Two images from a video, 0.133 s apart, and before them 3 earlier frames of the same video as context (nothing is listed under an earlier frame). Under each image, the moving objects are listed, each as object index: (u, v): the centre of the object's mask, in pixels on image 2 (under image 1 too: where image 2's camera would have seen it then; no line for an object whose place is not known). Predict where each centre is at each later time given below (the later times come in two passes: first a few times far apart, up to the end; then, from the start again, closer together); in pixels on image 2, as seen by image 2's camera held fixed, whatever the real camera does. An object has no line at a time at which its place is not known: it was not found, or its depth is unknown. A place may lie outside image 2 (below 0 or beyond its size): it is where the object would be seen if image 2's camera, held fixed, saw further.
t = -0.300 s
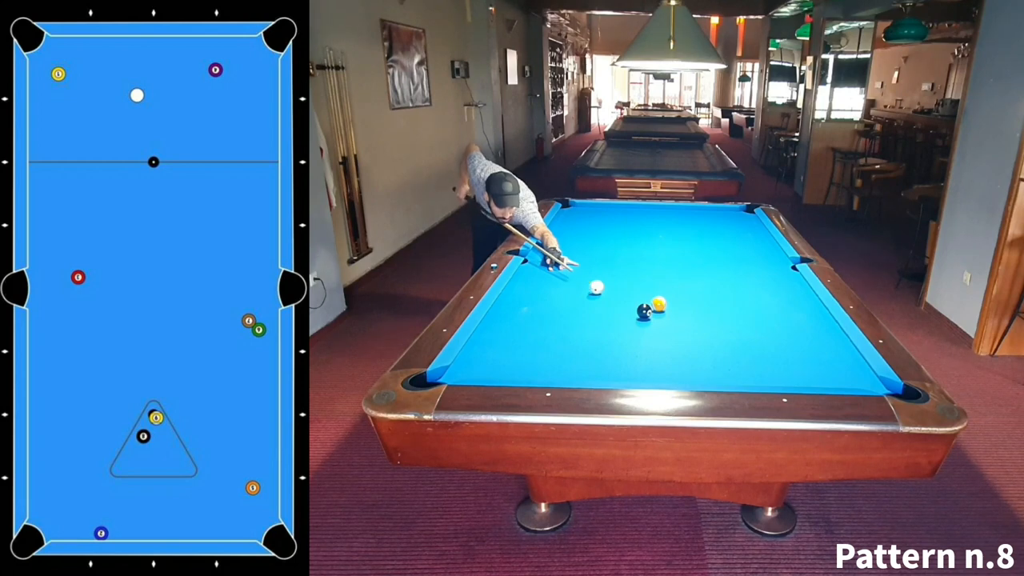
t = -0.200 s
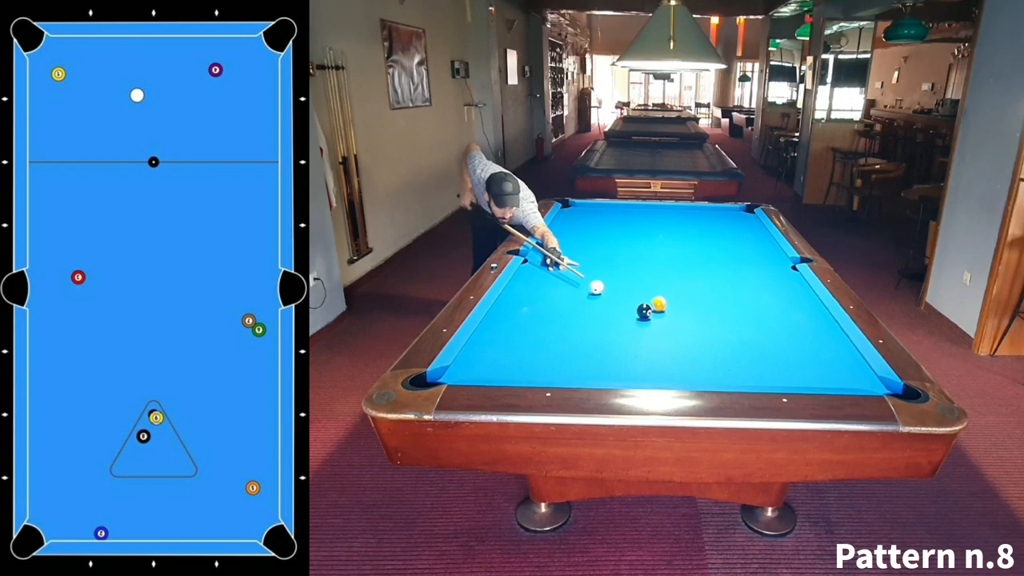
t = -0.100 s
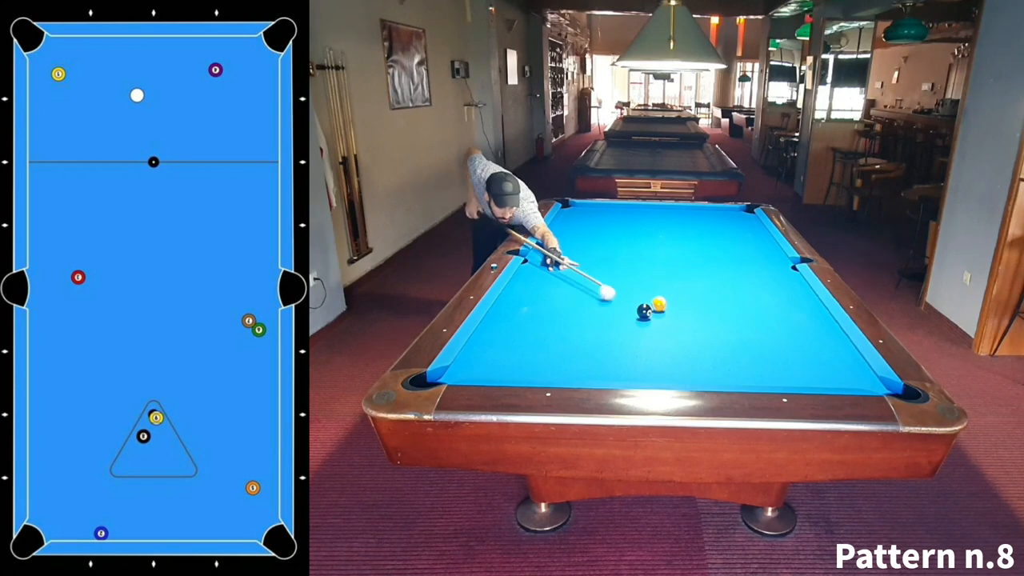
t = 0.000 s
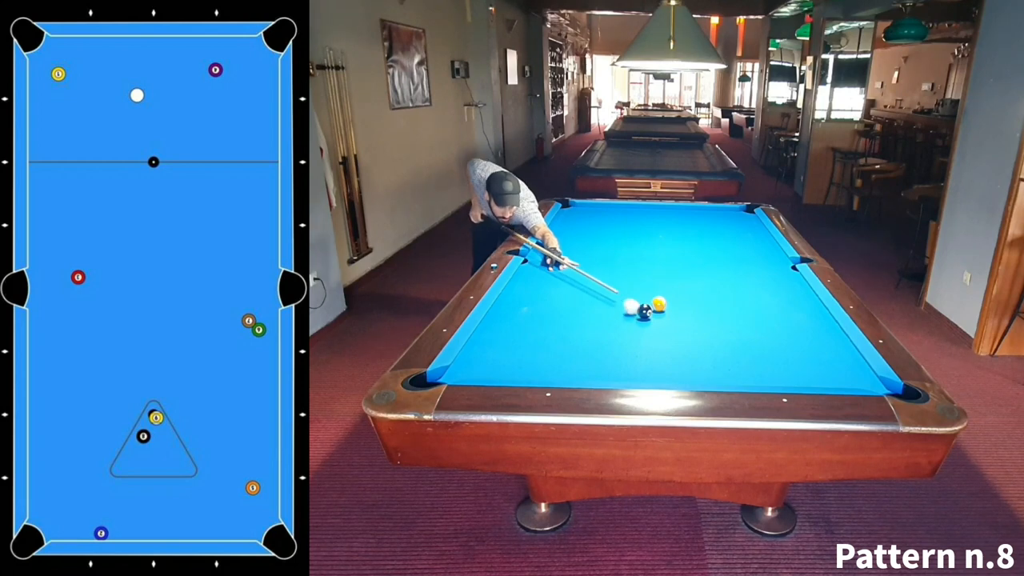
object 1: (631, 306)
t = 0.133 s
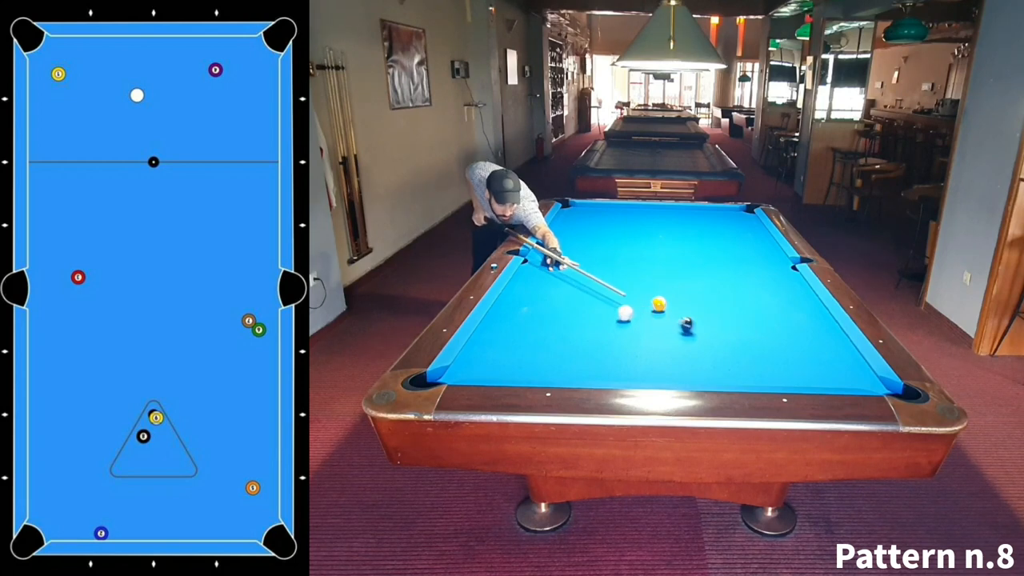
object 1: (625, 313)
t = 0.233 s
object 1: (624, 319)
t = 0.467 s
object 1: (624, 335)
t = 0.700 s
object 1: (624, 353)
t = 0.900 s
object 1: (624, 370)
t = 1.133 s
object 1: (629, 374)
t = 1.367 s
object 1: (639, 365)
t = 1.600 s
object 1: (647, 356)
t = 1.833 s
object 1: (655, 348)
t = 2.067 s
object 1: (661, 342)
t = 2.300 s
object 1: (667, 336)
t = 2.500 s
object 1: (672, 332)
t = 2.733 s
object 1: (677, 327)
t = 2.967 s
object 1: (681, 324)
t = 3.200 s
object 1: (685, 320)
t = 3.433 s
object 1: (688, 318)
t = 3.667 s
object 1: (691, 316)
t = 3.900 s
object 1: (693, 314)
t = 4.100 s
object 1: (695, 313)
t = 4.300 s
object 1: (697, 312)
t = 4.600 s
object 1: (694, 310)
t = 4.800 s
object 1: (698, 312)
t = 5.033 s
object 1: (698, 312)
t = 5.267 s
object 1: (698, 312)
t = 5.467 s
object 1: (698, 312)
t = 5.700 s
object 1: (698, 312)
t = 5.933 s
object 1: (698, 312)
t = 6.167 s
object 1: (698, 313)
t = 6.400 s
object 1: (698, 313)
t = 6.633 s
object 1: (698, 313)
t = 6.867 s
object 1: (698, 313)
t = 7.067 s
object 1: (698, 313)
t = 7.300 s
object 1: (698, 313)
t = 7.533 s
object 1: (698, 313)
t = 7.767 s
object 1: (698, 313)
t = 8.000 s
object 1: (698, 313)
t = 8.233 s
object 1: (698, 313)
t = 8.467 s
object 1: (698, 313)
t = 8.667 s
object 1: (698, 313)
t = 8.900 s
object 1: (698, 313)
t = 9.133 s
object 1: (698, 313)
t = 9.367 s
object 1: (698, 313)
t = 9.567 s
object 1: (698, 313)
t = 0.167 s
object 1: (625, 315)
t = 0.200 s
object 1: (624, 317)
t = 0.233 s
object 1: (624, 319)
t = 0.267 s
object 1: (624, 322)
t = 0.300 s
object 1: (624, 324)
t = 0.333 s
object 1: (624, 326)
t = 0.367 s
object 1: (624, 328)
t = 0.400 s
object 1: (624, 330)
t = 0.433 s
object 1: (624, 333)
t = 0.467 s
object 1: (624, 335)
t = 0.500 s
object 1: (624, 338)
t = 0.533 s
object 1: (624, 340)
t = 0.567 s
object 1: (624, 343)
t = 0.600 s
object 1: (624, 345)
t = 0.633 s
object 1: (624, 348)
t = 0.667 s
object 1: (624, 351)
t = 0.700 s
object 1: (624, 353)
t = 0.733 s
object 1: (624, 356)
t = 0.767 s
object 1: (624, 359)
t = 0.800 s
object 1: (624, 361)
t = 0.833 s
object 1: (624, 364)
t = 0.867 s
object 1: (624, 367)
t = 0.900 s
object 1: (624, 370)
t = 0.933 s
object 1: (624, 373)
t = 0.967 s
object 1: (624, 374)
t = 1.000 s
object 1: (624, 376)
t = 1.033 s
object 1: (625, 377)
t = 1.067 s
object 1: (626, 376)
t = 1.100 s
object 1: (628, 375)
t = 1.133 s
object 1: (629, 374)
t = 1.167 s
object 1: (630, 373)
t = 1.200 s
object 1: (632, 372)
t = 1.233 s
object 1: (634, 370)
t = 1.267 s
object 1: (635, 369)
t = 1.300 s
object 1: (636, 367)
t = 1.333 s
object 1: (637, 366)
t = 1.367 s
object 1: (639, 365)
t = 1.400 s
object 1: (640, 363)
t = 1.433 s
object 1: (641, 362)
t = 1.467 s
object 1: (642, 361)
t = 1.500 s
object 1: (643, 360)
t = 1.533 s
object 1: (645, 358)
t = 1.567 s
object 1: (646, 357)
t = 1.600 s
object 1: (647, 356)
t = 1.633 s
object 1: (648, 355)
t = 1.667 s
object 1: (650, 354)
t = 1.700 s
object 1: (651, 353)
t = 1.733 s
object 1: (652, 351)
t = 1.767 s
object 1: (653, 350)
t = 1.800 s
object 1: (654, 350)
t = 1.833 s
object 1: (655, 348)
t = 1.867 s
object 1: (656, 347)
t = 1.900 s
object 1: (656, 346)
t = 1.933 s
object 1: (658, 345)
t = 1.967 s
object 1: (658, 344)
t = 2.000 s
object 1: (659, 343)
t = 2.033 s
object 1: (660, 342)
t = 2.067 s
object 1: (661, 342)
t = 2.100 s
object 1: (662, 341)
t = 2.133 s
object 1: (663, 340)
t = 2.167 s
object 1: (664, 339)
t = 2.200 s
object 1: (665, 338)
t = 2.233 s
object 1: (665, 337)
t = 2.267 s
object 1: (666, 337)
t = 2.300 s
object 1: (667, 336)
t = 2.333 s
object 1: (668, 335)
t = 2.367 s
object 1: (668, 335)
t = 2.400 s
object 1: (669, 334)
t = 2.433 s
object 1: (670, 333)
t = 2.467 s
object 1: (671, 332)
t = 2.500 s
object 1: (672, 332)
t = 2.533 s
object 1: (672, 331)
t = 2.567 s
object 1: (673, 330)
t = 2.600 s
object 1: (674, 330)
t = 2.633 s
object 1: (675, 329)
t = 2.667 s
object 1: (675, 329)
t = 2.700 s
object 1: (676, 328)
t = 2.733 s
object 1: (677, 327)
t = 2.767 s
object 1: (677, 327)
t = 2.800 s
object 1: (678, 326)
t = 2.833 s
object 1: (679, 326)
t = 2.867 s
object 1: (679, 325)
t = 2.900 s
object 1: (680, 325)
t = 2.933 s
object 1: (680, 324)
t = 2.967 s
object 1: (681, 324)
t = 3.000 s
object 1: (682, 323)
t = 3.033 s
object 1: (682, 323)
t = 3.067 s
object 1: (683, 322)
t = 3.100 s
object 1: (683, 322)
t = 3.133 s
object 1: (684, 321)
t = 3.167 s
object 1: (684, 321)
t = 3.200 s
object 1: (685, 320)
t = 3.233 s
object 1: (685, 320)
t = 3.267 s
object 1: (686, 320)
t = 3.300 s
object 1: (686, 319)
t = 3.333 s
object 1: (687, 319)
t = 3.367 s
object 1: (687, 318)
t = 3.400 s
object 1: (687, 318)
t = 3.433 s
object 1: (688, 318)
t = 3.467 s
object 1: (688, 317)
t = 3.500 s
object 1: (689, 317)
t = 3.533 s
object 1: (689, 317)
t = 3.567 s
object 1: (689, 317)
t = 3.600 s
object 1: (690, 316)
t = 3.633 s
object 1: (690, 316)
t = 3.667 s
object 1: (691, 316)
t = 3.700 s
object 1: (691, 315)
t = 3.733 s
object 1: (691, 315)
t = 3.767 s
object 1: (691, 315)
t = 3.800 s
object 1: (692, 315)
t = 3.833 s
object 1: (692, 315)
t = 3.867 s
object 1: (692, 314)
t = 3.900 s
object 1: (693, 314)
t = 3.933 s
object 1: (693, 314)
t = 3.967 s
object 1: (693, 314)
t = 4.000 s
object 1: (693, 314)
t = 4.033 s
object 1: (694, 314)
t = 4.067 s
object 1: (694, 313)
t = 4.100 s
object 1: (695, 313)
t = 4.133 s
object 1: (695, 313)
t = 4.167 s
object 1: (695, 313)
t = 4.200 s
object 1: (695, 313)
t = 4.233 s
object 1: (696, 313)
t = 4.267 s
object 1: (696, 313)
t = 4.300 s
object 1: (697, 312)
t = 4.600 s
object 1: (694, 310)
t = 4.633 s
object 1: (698, 312)
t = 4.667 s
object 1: (698, 312)
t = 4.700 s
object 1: (698, 312)
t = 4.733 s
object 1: (698, 312)
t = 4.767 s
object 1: (698, 312)
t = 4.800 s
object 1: (698, 312)
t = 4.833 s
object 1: (698, 312)
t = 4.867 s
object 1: (698, 312)
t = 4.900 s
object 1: (698, 312)
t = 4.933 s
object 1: (698, 312)
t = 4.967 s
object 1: (698, 312)
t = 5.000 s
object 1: (698, 312)
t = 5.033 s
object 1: (698, 312)
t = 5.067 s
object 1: (698, 312)
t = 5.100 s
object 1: (698, 312)
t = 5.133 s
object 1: (698, 312)
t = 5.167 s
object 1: (698, 312)
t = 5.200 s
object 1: (698, 312)
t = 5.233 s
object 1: (698, 312)
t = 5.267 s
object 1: (698, 312)
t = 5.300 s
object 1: (698, 312)
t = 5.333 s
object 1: (698, 312)
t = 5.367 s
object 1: (698, 312)
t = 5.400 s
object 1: (698, 312)
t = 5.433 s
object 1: (698, 312)
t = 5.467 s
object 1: (698, 312)
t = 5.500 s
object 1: (698, 312)
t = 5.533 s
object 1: (698, 312)
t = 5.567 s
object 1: (698, 312)
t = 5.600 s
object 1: (698, 312)
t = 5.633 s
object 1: (698, 312)
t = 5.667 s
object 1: (698, 312)
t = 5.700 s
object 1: (698, 312)
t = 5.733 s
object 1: (698, 312)
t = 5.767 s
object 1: (698, 312)
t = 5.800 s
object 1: (698, 312)
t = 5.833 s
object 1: (698, 312)
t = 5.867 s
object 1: (698, 313)
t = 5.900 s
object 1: (698, 313)
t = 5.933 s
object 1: (698, 312)
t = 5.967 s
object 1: (698, 313)
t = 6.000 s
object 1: (698, 313)
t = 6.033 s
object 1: (698, 313)
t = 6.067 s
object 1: (698, 313)
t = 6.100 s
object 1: (698, 313)
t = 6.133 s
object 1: (698, 313)
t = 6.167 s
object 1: (698, 313)
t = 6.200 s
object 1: (698, 313)
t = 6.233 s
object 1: (698, 313)
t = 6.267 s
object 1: (698, 313)
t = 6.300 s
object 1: (698, 313)
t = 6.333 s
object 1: (698, 313)
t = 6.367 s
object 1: (698, 313)
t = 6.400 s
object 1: (698, 313)
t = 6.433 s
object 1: (698, 313)
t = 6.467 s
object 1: (698, 313)
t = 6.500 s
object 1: (698, 313)
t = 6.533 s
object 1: (698, 313)
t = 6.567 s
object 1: (698, 313)
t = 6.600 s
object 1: (698, 313)
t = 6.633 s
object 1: (698, 313)
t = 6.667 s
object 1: (698, 313)
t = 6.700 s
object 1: (698, 313)
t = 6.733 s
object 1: (698, 313)
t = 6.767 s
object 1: (698, 313)
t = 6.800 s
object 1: (698, 313)
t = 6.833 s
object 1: (698, 313)
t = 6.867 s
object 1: (698, 313)
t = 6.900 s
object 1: (698, 313)
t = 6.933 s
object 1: (698, 313)
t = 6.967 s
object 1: (698, 312)
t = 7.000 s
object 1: (698, 312)
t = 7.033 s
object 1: (698, 313)
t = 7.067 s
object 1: (698, 313)
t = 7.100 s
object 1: (698, 313)
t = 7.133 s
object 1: (698, 313)
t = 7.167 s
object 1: (698, 313)
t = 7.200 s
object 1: (698, 313)
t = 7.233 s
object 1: (698, 313)
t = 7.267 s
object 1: (698, 313)
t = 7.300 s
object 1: (698, 313)
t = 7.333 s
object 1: (698, 313)
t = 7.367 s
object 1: (698, 313)
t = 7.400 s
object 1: (698, 313)
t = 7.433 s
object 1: (698, 313)
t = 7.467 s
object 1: (698, 313)
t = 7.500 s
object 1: (698, 313)
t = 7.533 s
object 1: (698, 313)
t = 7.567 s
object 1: (698, 313)
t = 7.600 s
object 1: (698, 313)
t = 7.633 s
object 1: (698, 313)
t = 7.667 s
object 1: (698, 313)
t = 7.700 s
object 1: (698, 313)
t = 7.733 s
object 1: (698, 313)
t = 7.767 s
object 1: (698, 313)
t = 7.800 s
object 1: (698, 313)
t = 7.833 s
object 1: (698, 313)
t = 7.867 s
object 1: (698, 313)
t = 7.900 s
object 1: (698, 313)
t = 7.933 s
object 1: (698, 313)
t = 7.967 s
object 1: (698, 313)
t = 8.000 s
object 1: (698, 313)
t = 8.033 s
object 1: (698, 313)
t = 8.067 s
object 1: (698, 313)
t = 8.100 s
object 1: (698, 313)
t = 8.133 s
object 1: (698, 313)
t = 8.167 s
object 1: (698, 313)
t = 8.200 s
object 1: (698, 313)
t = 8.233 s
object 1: (698, 313)
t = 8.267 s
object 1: (698, 313)
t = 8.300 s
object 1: (698, 313)
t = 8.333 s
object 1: (698, 313)
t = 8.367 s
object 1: (698, 313)
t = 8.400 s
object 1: (698, 313)
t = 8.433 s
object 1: (698, 313)
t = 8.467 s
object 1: (698, 313)
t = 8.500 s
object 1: (698, 313)
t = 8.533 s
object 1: (698, 313)
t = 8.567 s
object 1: (698, 313)
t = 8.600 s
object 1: (698, 313)
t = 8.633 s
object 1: (698, 313)
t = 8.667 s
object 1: (698, 313)
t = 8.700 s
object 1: (698, 313)
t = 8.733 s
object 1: (698, 313)
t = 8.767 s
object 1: (698, 313)
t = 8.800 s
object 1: (698, 313)
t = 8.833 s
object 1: (698, 313)
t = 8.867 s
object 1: (698, 313)
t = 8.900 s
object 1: (698, 313)
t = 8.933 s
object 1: (698, 313)
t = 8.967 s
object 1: (698, 313)
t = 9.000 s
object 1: (698, 313)
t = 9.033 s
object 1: (698, 313)
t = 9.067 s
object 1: (698, 313)
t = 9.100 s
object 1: (698, 313)
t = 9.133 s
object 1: (698, 313)
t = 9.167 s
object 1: (698, 313)
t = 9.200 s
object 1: (698, 313)
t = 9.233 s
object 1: (698, 313)
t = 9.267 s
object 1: (698, 313)
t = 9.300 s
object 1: (698, 313)
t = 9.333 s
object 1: (698, 313)
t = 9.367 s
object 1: (698, 313)
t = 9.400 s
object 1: (698, 313)
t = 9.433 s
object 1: (698, 313)
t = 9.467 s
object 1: (698, 313)
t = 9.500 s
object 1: (698, 313)
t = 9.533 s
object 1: (698, 313)
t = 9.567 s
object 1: (698, 313)
